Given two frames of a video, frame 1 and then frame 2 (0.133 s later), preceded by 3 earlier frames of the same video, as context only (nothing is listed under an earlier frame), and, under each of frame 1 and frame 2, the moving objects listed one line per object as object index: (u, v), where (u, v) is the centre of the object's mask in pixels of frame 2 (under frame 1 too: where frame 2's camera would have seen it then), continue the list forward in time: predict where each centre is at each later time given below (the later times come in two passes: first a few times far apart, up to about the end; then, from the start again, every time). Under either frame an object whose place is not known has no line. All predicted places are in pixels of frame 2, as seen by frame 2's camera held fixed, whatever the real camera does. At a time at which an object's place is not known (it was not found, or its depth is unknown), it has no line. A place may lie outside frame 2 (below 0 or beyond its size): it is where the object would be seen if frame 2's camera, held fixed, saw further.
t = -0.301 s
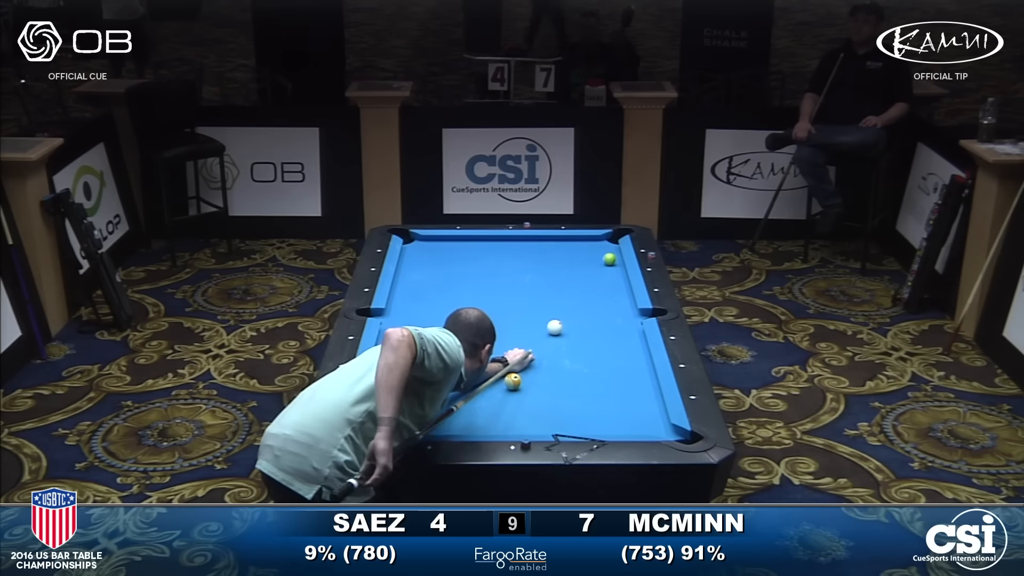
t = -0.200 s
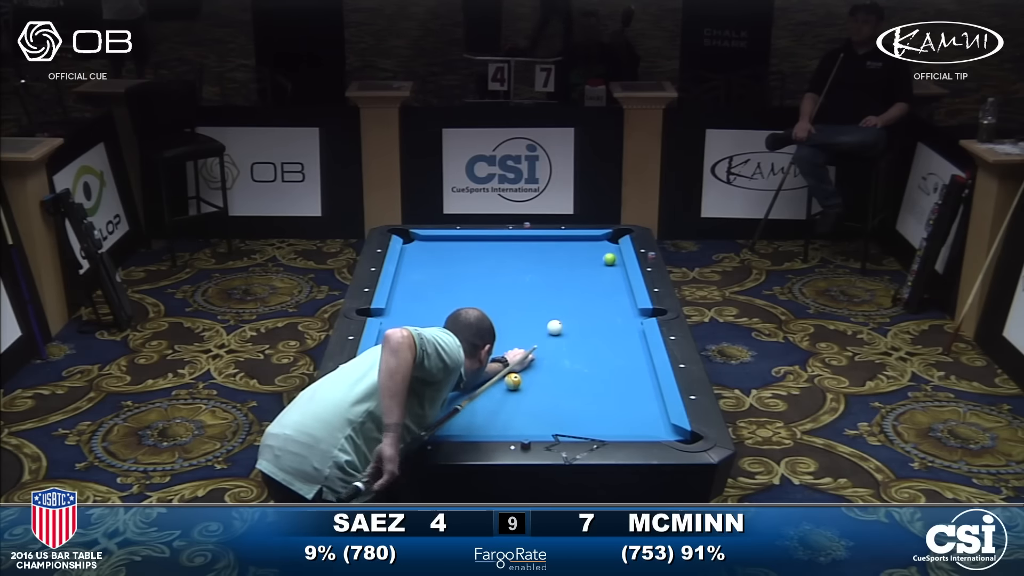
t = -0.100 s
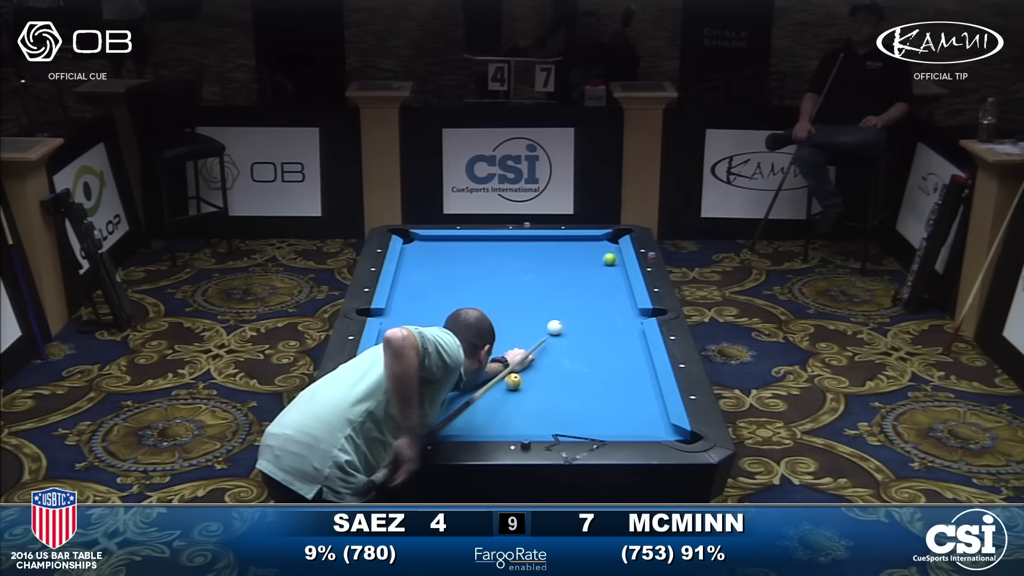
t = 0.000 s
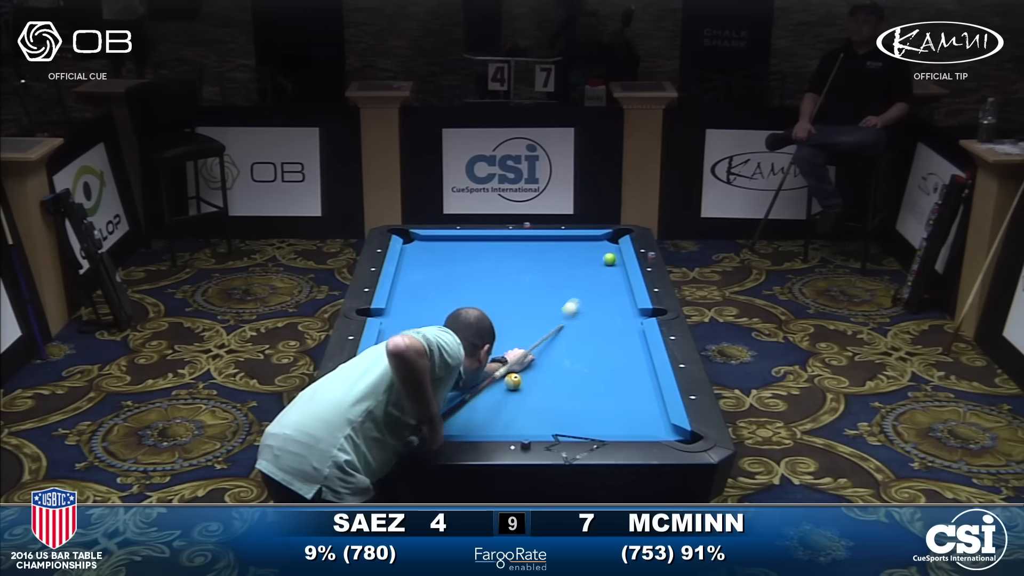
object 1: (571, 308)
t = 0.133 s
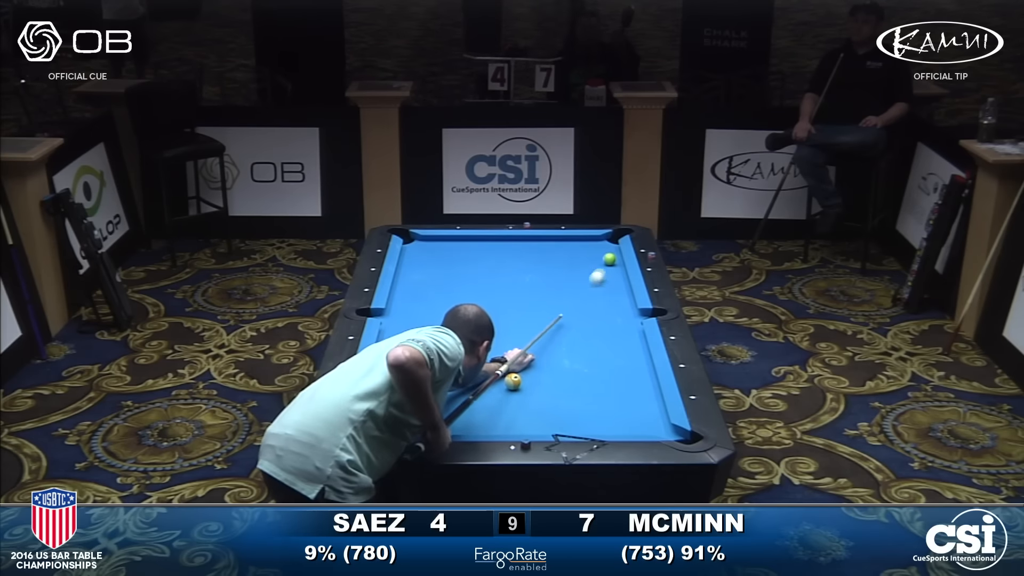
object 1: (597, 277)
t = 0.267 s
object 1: (617, 263)
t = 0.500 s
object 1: (607, 268)
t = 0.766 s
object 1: (594, 273)
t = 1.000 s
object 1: (583, 277)
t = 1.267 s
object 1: (571, 282)
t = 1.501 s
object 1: (561, 286)
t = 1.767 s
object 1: (550, 290)
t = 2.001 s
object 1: (541, 293)
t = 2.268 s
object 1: (531, 297)
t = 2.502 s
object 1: (524, 299)
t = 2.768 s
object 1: (516, 302)
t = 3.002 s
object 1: (510, 305)
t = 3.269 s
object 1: (504, 307)
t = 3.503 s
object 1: (499, 309)
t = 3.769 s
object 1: (495, 310)
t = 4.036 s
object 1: (492, 311)
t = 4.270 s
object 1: (490, 312)
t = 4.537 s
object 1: (488, 313)
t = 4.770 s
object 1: (488, 313)
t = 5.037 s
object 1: (488, 313)
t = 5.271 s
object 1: (488, 313)
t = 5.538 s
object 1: (488, 313)
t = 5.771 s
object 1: (488, 313)
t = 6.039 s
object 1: (488, 313)
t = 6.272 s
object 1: (488, 313)
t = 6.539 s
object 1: (488, 313)
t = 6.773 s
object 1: (488, 313)
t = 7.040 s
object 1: (488, 313)
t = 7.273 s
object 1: (488, 313)
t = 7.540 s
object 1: (488, 313)
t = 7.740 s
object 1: (488, 313)
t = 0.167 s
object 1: (603, 271)
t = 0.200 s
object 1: (608, 265)
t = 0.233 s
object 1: (613, 263)
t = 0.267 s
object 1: (617, 263)
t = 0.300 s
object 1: (618, 264)
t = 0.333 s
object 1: (616, 265)
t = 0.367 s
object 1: (614, 265)
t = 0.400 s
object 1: (612, 266)
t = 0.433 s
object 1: (611, 266)
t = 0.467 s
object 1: (609, 267)
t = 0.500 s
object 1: (607, 268)
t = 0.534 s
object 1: (606, 268)
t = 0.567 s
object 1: (604, 269)
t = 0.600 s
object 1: (602, 270)
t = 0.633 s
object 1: (601, 270)
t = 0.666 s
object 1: (599, 271)
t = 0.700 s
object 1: (597, 272)
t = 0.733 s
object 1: (596, 272)
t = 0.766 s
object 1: (594, 273)
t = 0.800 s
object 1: (592, 273)
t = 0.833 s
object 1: (591, 274)
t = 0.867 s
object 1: (589, 275)
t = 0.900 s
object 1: (588, 275)
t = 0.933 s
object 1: (586, 276)
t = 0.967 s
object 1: (584, 276)
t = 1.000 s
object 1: (583, 277)
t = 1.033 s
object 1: (581, 278)
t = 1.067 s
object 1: (580, 278)
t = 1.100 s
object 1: (578, 279)
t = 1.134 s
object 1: (577, 279)
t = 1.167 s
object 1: (575, 280)
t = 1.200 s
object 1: (574, 281)
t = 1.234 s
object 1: (572, 281)
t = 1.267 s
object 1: (571, 282)
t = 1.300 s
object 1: (569, 282)
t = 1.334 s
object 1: (568, 283)
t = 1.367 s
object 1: (566, 283)
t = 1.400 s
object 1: (565, 284)
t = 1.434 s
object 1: (564, 284)
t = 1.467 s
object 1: (562, 285)
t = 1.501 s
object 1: (561, 286)
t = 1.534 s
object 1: (559, 286)
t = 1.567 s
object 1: (558, 286)
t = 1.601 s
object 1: (556, 287)
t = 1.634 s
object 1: (555, 288)
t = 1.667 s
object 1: (554, 288)
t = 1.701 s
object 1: (552, 289)
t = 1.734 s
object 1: (551, 289)
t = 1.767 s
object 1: (550, 290)
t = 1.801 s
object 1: (548, 290)
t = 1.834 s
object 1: (547, 291)
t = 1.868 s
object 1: (546, 291)
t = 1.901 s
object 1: (544, 292)
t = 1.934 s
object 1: (543, 292)
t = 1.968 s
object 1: (542, 293)
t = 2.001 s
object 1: (541, 293)
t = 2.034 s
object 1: (540, 293)
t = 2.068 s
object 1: (538, 294)
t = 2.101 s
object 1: (537, 294)
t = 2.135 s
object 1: (536, 295)
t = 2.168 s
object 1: (535, 295)
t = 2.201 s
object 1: (534, 296)
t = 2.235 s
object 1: (532, 296)
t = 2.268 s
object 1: (531, 297)
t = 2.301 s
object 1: (530, 297)
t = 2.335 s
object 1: (529, 297)
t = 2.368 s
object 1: (528, 298)
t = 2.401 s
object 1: (527, 298)
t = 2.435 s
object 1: (526, 299)
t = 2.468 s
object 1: (525, 299)
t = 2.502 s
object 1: (524, 299)
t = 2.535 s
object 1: (523, 300)
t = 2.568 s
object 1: (522, 300)
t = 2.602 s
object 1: (521, 301)
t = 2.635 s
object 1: (520, 301)
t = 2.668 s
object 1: (519, 301)
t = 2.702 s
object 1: (518, 302)
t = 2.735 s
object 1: (517, 302)
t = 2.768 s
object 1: (516, 302)
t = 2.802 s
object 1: (515, 303)
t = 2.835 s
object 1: (514, 303)
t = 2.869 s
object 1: (513, 303)
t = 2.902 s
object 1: (512, 304)
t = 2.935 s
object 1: (511, 304)
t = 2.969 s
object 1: (511, 304)
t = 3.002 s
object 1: (510, 305)
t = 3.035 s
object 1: (509, 305)
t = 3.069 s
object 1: (508, 305)
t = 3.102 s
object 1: (507, 305)
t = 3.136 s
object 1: (506, 306)
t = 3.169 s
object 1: (506, 306)
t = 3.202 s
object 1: (505, 306)
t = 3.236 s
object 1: (504, 307)
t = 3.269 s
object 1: (504, 307)
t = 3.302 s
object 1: (503, 307)
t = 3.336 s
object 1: (502, 307)
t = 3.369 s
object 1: (502, 308)
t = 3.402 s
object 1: (501, 308)
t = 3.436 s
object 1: (500, 308)
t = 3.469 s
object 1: (500, 308)
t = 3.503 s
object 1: (499, 309)
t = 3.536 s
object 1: (499, 309)
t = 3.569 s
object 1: (498, 309)
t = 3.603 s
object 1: (497, 309)
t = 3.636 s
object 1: (497, 309)
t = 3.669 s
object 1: (496, 310)
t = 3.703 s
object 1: (496, 310)
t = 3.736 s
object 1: (495, 310)
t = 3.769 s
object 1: (495, 310)
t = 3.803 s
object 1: (494, 310)
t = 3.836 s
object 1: (494, 311)
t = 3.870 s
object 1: (494, 311)
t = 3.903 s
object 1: (493, 311)
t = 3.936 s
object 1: (493, 311)
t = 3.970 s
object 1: (492, 311)
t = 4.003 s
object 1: (492, 311)
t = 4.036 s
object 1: (492, 311)
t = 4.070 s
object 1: (491, 312)
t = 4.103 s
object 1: (491, 312)
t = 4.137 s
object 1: (491, 312)
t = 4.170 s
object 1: (490, 312)
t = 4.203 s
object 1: (490, 312)
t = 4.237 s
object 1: (490, 312)
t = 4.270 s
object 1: (490, 312)
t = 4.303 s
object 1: (490, 312)
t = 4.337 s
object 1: (489, 312)
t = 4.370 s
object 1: (489, 313)
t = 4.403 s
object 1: (489, 313)
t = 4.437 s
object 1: (489, 313)
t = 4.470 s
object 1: (489, 313)
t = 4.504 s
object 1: (488, 313)
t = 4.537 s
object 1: (488, 313)
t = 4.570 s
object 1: (488, 313)
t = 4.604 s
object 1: (488, 313)
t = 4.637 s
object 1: (488, 313)
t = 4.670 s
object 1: (488, 313)
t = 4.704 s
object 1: (488, 313)
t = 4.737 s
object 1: (488, 313)
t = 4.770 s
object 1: (488, 313)
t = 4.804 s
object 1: (488, 313)
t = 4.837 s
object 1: (488, 313)
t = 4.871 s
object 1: (488, 313)
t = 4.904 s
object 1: (488, 313)
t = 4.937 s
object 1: (488, 313)
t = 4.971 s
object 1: (488, 313)
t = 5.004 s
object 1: (488, 313)
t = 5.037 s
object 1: (488, 313)
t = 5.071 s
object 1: (488, 313)
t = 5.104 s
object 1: (488, 313)
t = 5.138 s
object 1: (488, 313)
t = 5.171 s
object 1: (488, 313)
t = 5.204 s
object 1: (488, 313)
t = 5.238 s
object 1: (488, 313)
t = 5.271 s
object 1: (488, 313)
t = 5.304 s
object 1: (488, 313)
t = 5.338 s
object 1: (488, 313)
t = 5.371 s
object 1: (488, 313)
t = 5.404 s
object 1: (488, 313)
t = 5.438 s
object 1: (488, 313)
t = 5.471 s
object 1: (488, 313)
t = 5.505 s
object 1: (488, 313)
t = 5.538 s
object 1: (488, 313)
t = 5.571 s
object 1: (488, 313)
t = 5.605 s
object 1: (488, 313)
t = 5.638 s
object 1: (488, 313)
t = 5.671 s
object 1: (488, 313)
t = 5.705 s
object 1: (488, 313)
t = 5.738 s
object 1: (488, 313)
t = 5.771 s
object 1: (488, 313)
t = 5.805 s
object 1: (488, 313)
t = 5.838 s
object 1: (488, 313)
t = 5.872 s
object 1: (488, 313)
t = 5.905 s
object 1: (488, 313)
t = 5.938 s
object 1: (488, 313)
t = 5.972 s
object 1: (488, 313)
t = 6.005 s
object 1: (488, 313)
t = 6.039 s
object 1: (488, 313)
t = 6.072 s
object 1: (488, 313)
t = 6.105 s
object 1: (488, 313)
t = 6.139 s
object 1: (488, 313)
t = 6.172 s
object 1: (488, 313)
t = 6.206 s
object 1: (488, 313)
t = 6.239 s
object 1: (488, 313)
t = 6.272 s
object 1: (488, 313)
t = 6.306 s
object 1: (488, 313)
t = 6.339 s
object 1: (488, 313)
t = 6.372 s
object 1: (488, 313)
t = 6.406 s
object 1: (488, 313)
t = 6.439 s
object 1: (488, 313)
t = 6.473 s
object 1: (488, 313)
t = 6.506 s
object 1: (488, 313)
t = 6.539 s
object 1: (488, 313)
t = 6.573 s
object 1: (488, 313)
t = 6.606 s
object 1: (488, 313)
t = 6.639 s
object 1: (488, 313)
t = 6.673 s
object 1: (488, 313)
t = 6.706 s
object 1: (488, 313)
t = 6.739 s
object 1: (488, 313)
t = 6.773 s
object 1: (488, 313)
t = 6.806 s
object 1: (488, 313)
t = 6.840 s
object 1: (488, 313)
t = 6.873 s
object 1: (488, 313)
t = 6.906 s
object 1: (488, 313)
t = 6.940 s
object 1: (488, 313)
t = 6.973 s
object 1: (488, 313)
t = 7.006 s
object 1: (488, 313)
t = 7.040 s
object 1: (488, 313)
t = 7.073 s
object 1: (488, 313)
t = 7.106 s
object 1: (488, 313)
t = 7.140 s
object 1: (488, 313)
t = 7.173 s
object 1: (488, 313)
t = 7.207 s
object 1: (488, 313)
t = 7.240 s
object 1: (488, 313)
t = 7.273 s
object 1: (488, 313)
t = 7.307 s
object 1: (488, 313)
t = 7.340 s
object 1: (488, 313)
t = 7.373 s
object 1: (488, 313)
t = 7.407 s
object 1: (488, 313)
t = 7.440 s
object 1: (488, 313)
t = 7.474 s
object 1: (488, 313)
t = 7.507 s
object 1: (488, 313)
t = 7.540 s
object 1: (488, 313)
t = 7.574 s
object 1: (488, 313)
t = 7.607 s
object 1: (488, 313)
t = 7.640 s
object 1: (488, 313)
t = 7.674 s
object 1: (488, 313)
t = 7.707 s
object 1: (488, 313)
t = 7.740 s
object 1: (488, 313)
